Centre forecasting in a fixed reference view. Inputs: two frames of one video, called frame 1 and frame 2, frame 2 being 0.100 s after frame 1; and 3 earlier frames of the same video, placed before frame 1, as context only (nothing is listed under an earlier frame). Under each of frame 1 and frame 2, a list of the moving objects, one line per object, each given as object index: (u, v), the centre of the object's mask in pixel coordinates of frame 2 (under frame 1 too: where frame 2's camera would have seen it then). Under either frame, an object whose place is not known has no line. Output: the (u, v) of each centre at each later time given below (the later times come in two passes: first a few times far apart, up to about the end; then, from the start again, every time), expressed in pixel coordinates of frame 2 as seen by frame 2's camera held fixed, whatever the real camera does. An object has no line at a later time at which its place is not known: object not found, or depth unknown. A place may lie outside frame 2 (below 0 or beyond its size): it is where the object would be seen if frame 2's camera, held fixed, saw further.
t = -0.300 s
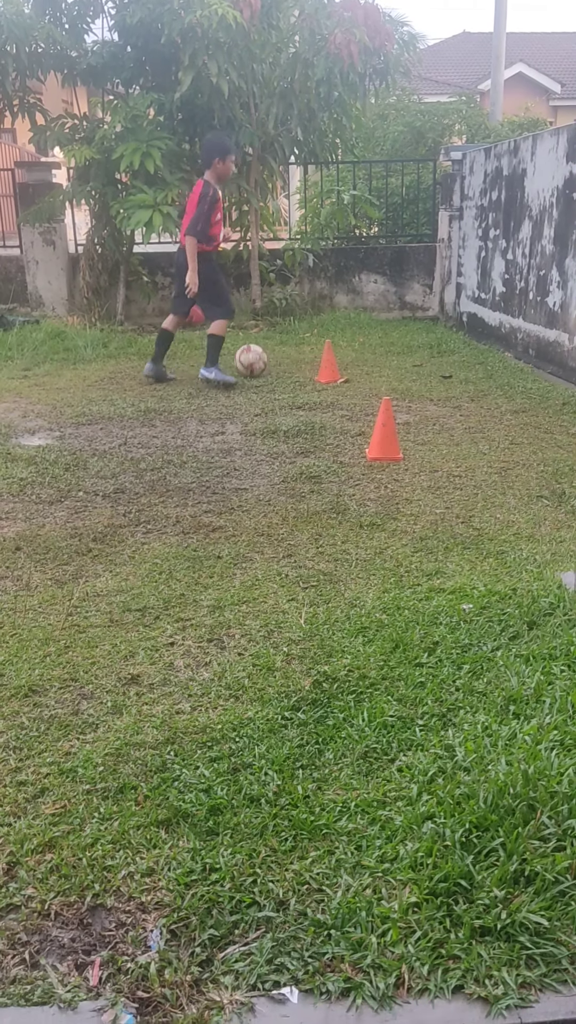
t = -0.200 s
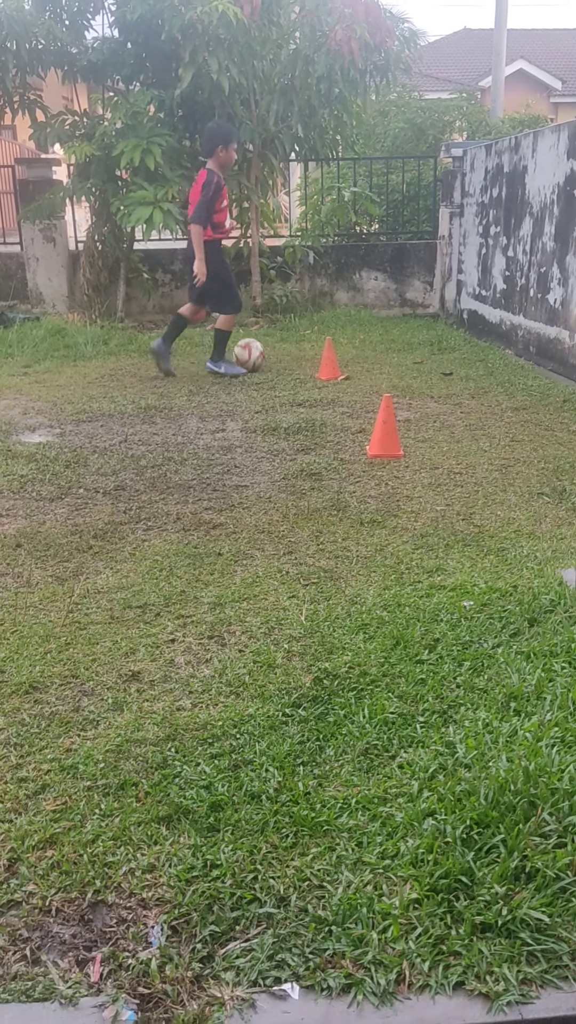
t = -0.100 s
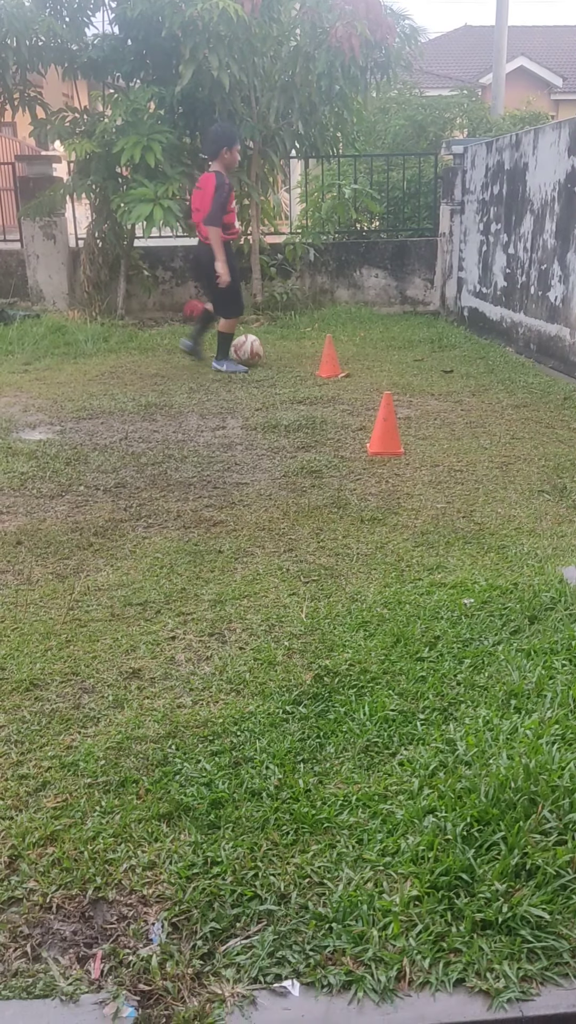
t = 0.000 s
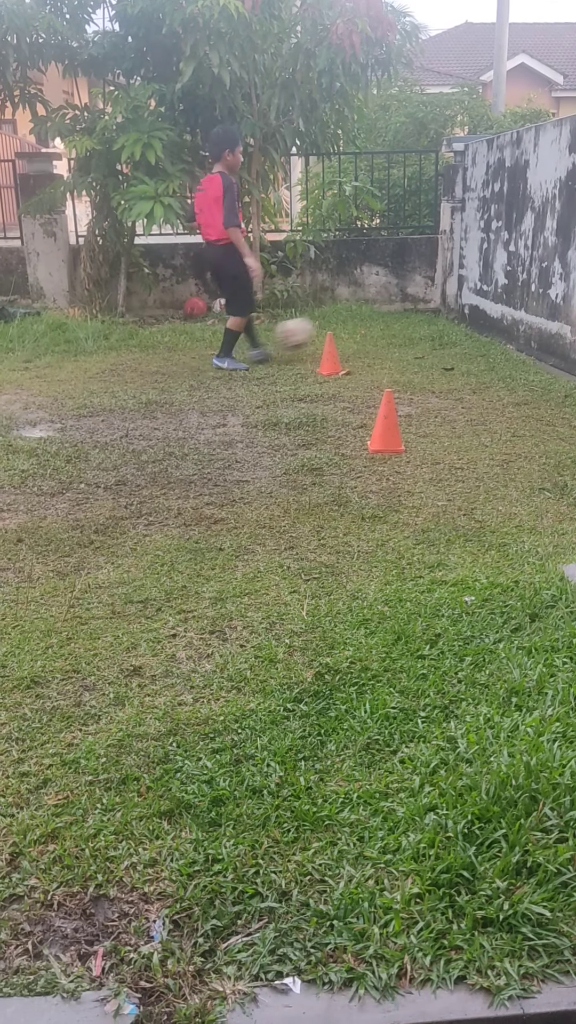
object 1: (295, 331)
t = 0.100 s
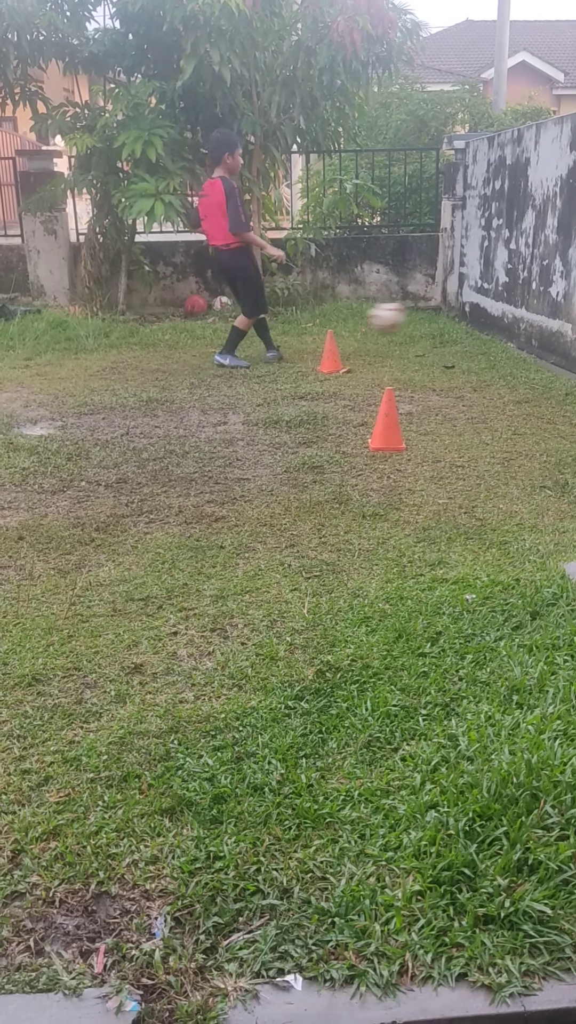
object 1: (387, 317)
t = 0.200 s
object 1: (475, 319)
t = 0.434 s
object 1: (482, 324)
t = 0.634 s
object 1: (397, 334)
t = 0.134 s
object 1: (417, 316)
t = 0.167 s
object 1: (446, 316)
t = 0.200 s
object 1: (475, 319)
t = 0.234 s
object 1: (504, 322)
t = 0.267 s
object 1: (534, 326)
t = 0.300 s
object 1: (548, 332)
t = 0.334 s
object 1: (525, 338)
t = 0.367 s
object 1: (511, 335)
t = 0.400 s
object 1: (497, 328)
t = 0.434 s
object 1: (482, 324)
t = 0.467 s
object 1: (469, 321)
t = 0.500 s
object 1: (454, 320)
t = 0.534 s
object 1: (439, 321)
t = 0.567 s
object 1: (425, 324)
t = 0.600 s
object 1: (411, 328)
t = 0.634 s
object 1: (397, 334)
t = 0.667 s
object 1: (382, 339)
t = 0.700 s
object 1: (370, 335)
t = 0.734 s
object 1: (356, 329)
